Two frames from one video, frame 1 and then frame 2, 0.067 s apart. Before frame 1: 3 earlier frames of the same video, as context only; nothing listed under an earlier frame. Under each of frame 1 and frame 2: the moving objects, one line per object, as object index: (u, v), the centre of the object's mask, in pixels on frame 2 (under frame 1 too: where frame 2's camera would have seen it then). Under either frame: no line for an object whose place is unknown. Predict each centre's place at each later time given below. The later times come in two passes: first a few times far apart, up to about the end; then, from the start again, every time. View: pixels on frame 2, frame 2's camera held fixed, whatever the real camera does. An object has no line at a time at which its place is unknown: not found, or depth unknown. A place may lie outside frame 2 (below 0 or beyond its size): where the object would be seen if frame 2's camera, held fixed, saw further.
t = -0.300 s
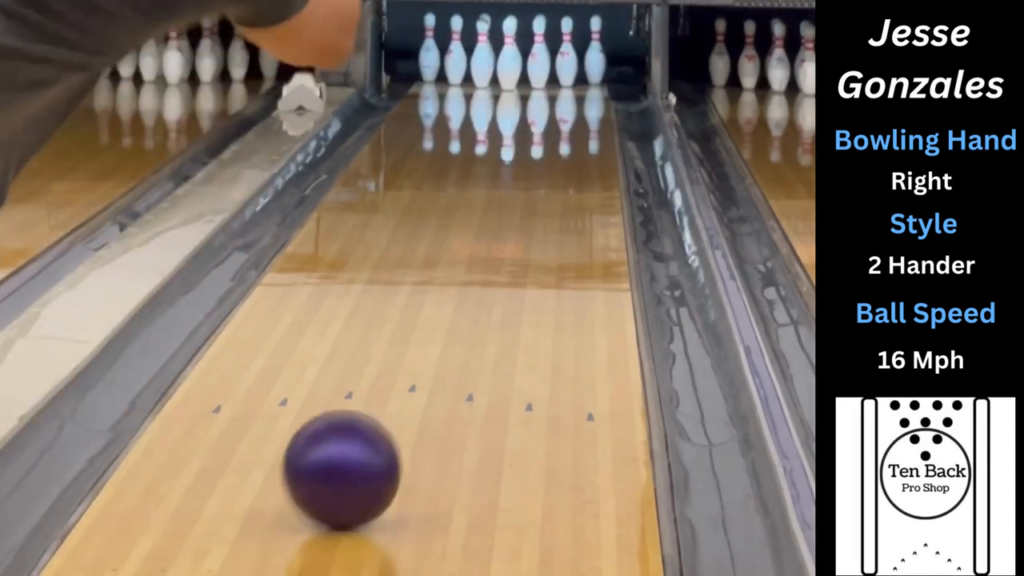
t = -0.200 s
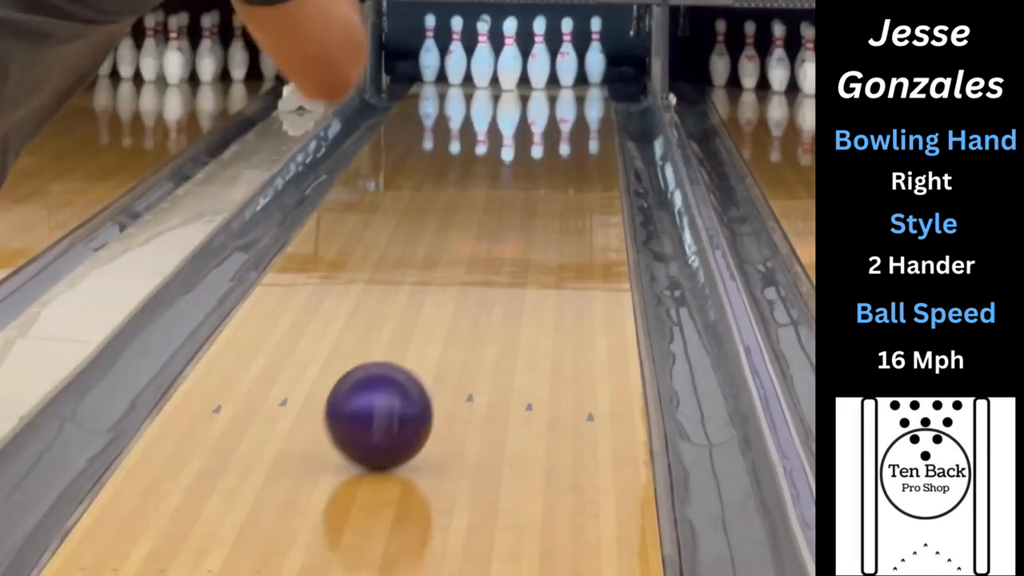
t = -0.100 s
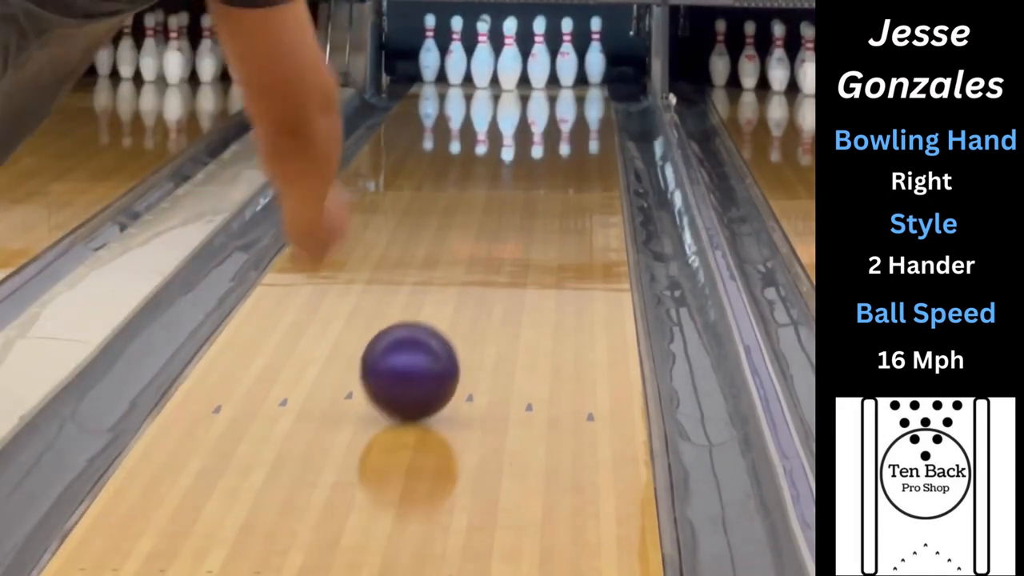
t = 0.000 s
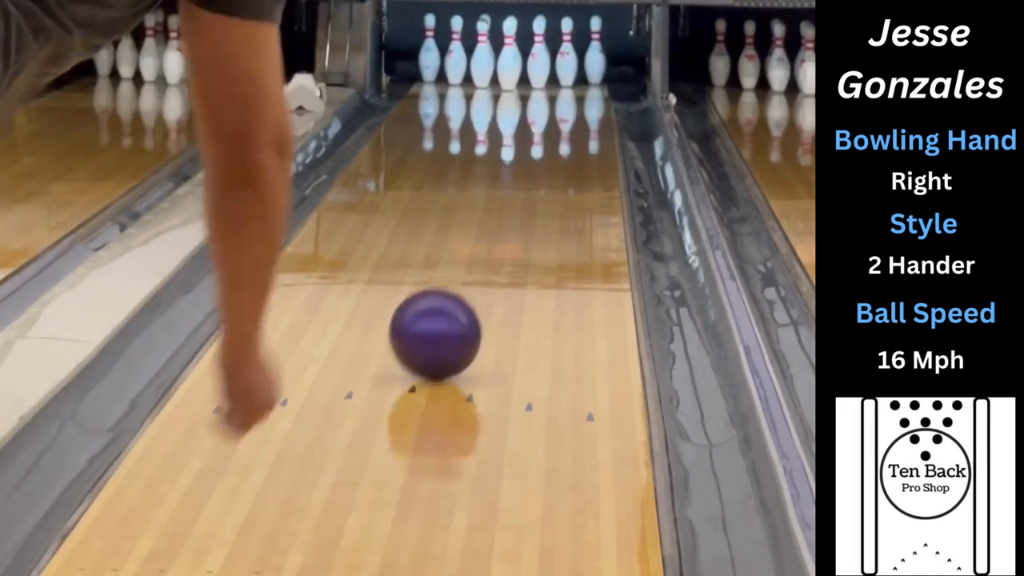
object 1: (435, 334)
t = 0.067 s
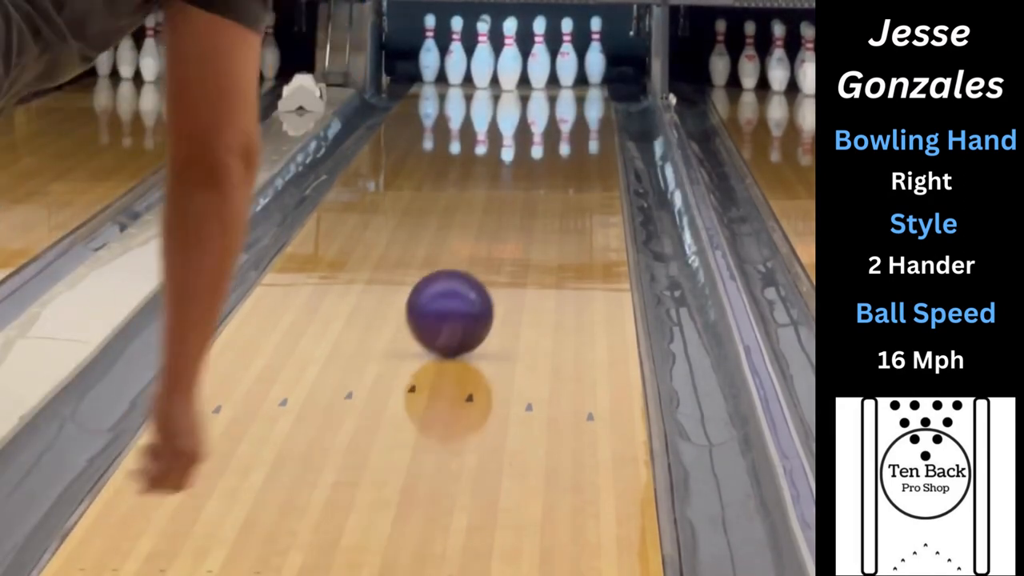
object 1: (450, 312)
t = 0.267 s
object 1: (485, 258)
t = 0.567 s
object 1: (521, 198)
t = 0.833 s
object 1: (541, 158)
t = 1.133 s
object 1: (552, 124)
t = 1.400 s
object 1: (550, 100)
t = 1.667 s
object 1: (538, 82)
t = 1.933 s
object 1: (533, 68)
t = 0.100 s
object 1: (456, 302)
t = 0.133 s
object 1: (463, 292)
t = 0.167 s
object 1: (469, 283)
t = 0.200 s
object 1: (475, 274)
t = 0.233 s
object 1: (480, 266)
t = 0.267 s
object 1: (485, 258)
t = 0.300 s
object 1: (491, 250)
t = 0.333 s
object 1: (495, 242)
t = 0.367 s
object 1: (499, 235)
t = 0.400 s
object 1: (503, 229)
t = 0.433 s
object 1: (507, 222)
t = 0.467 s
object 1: (511, 216)
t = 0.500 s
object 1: (514, 210)
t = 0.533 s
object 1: (517, 204)
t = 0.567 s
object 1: (521, 198)
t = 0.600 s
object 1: (524, 193)
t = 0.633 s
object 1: (527, 187)
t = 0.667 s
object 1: (529, 182)
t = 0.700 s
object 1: (532, 177)
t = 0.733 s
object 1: (534, 172)
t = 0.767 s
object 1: (536, 168)
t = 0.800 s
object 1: (538, 163)
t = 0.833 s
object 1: (541, 158)
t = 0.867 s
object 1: (543, 154)
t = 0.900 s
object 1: (545, 149)
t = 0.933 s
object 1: (546, 145)
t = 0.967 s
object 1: (548, 141)
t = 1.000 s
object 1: (549, 137)
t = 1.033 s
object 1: (550, 134)
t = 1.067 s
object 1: (551, 130)
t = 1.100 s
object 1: (551, 127)
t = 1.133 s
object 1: (552, 124)
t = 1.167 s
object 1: (552, 121)
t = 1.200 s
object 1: (553, 117)
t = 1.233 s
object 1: (552, 114)
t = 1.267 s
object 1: (552, 112)
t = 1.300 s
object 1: (552, 109)
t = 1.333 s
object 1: (552, 106)
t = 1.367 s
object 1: (551, 103)
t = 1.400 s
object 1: (550, 100)
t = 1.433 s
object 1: (550, 98)
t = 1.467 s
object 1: (548, 95)
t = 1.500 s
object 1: (547, 93)
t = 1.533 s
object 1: (545, 90)
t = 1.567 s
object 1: (544, 89)
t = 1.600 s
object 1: (543, 87)
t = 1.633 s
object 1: (541, 84)
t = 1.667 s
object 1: (538, 82)
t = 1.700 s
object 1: (536, 80)
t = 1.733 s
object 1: (534, 77)
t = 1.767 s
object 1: (531, 75)
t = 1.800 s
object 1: (528, 73)
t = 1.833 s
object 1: (529, 71)
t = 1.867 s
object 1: (532, 71)
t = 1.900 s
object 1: (533, 69)
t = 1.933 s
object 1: (533, 68)
